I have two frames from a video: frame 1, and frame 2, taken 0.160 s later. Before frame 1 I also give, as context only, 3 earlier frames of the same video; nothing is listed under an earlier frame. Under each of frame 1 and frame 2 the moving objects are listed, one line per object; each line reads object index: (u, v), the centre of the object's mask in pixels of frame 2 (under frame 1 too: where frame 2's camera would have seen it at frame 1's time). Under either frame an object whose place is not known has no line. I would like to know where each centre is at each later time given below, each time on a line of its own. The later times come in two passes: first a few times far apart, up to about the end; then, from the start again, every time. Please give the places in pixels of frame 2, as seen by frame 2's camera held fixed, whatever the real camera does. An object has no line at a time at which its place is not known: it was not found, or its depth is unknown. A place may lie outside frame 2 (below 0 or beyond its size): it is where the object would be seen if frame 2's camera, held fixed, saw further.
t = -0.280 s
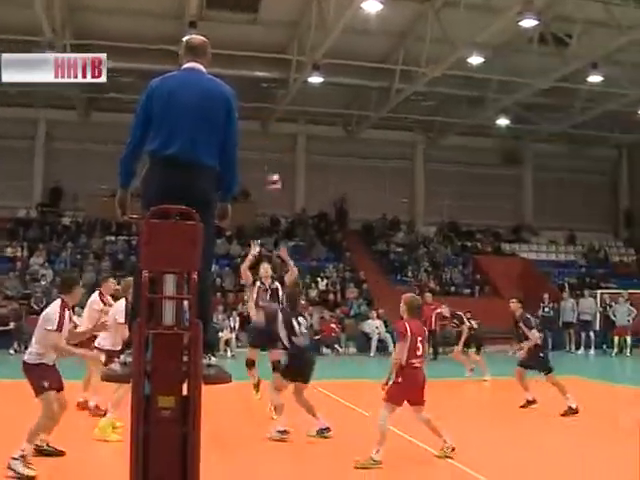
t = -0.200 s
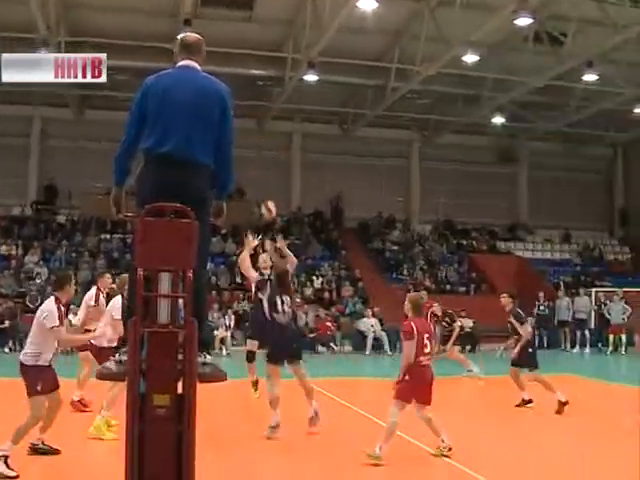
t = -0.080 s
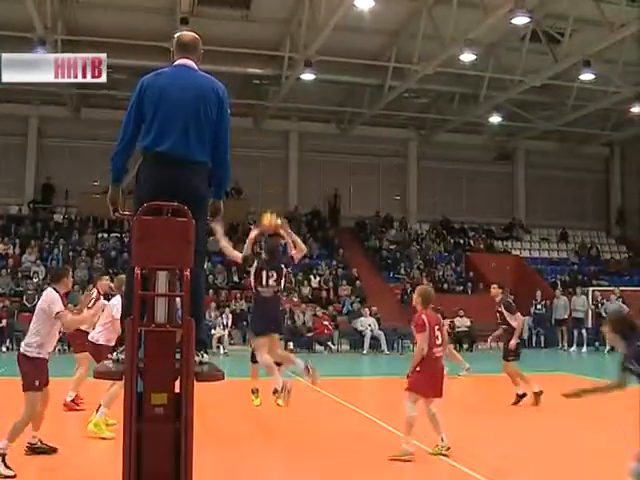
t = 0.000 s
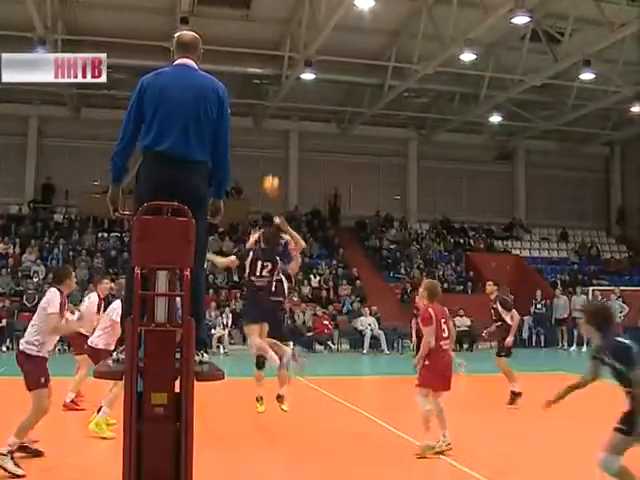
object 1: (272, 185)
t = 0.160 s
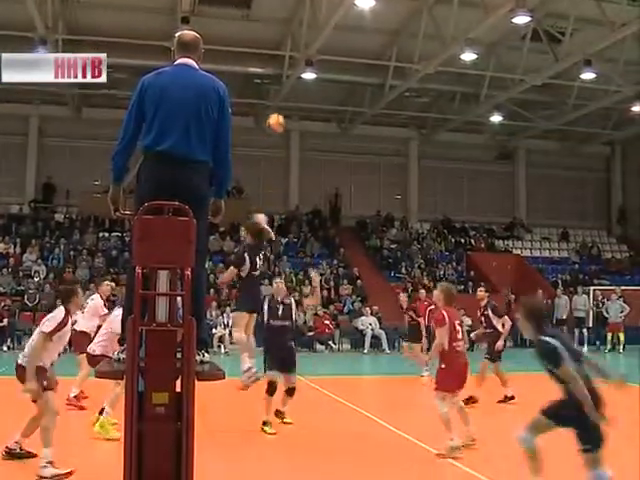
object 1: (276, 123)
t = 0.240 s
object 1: (278, 97)
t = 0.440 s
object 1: (284, 55)
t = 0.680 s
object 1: (292, 44)
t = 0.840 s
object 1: (296, 66)
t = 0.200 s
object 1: (277, 110)
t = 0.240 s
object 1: (278, 97)
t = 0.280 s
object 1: (279, 87)
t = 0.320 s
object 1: (280, 77)
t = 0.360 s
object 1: (282, 68)
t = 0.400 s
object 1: (283, 61)
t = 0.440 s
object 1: (284, 55)
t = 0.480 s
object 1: (286, 50)
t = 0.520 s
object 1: (287, 45)
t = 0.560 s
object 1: (288, 43)
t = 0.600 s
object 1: (289, 41)
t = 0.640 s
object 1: (291, 42)
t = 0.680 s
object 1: (292, 44)
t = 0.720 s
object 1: (293, 47)
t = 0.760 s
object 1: (294, 52)
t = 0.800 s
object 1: (295, 58)
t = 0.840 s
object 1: (296, 66)
